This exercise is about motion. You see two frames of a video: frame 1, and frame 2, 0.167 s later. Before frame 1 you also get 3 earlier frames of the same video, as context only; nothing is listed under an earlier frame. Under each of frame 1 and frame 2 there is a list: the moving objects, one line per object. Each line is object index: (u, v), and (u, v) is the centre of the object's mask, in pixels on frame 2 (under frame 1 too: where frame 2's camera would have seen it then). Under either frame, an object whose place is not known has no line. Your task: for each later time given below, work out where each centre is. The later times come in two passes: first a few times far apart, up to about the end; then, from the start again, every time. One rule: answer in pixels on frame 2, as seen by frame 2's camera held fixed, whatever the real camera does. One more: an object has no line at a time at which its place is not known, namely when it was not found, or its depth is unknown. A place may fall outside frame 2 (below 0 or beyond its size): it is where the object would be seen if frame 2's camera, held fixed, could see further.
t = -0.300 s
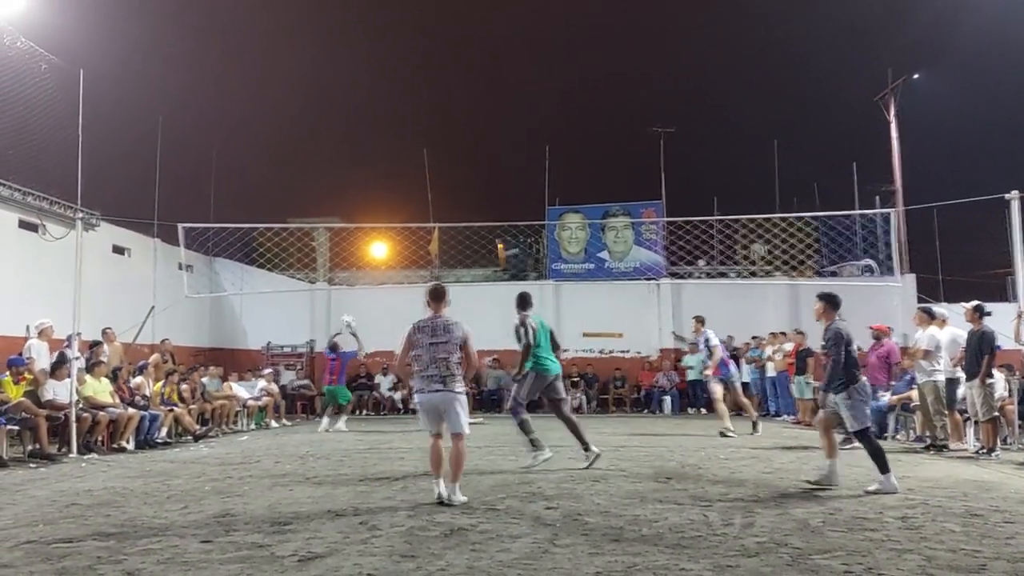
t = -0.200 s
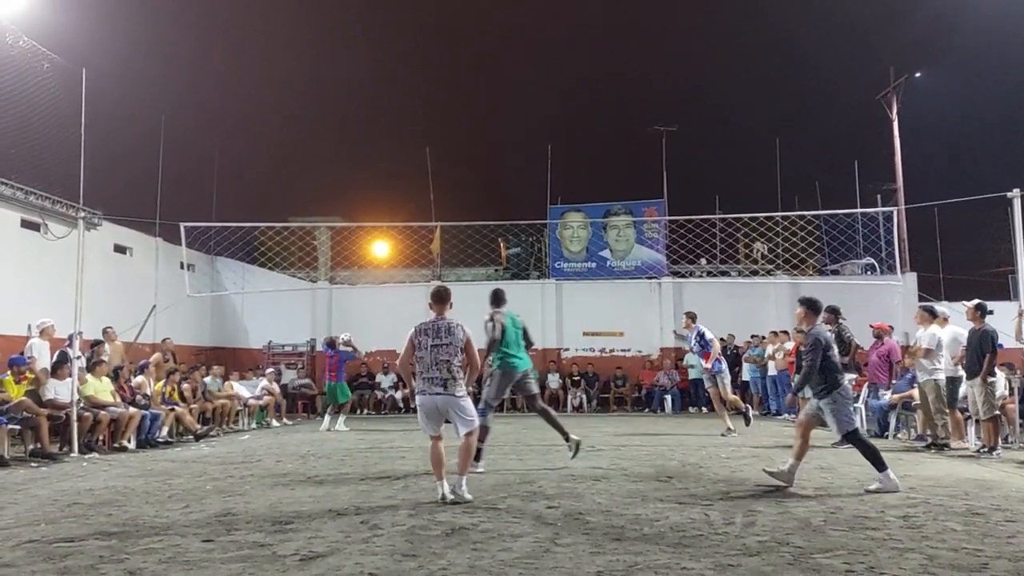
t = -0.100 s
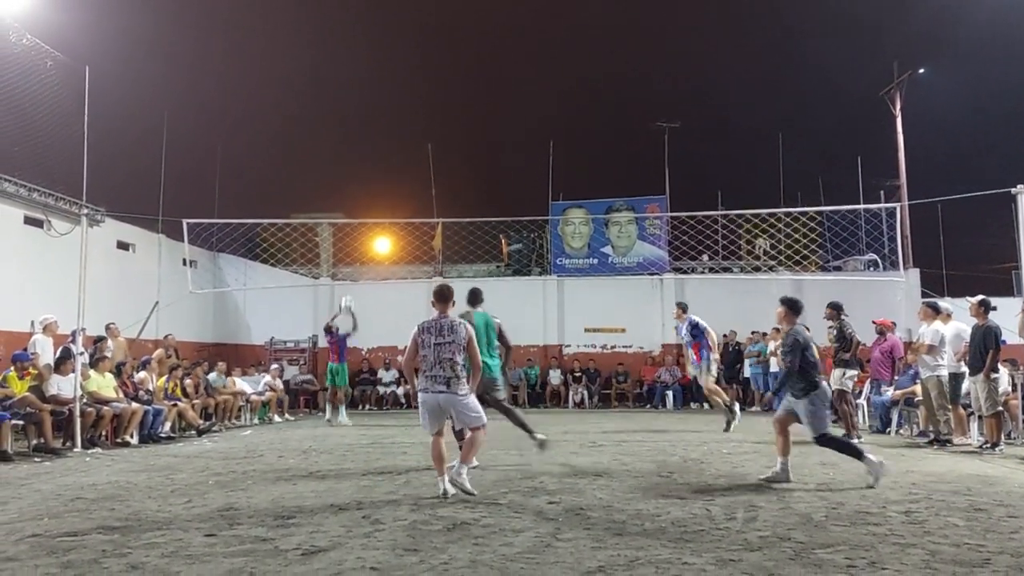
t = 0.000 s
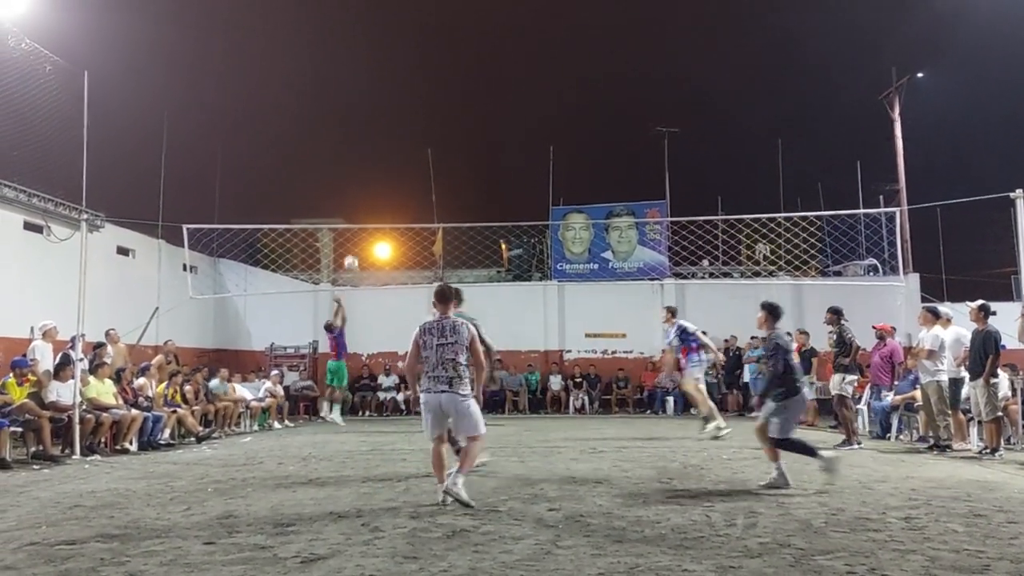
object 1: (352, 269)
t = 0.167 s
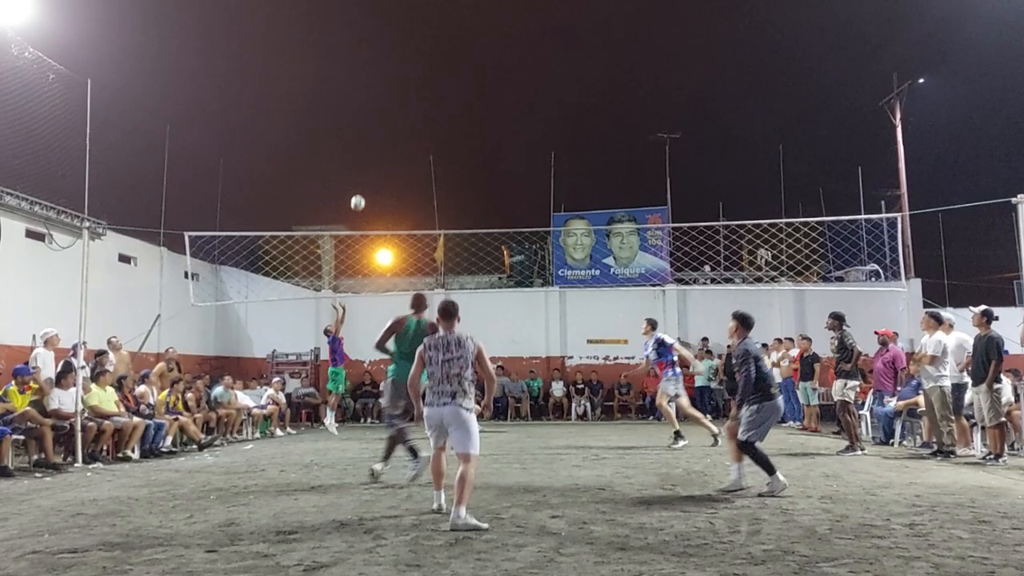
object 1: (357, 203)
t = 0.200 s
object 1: (358, 191)
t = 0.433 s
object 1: (366, 124)
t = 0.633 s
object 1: (373, 89)
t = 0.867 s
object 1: (381, 79)
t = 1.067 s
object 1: (390, 97)
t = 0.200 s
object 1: (358, 191)
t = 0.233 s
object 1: (359, 180)
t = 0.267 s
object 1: (360, 169)
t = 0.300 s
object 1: (362, 159)
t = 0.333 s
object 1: (363, 149)
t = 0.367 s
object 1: (364, 140)
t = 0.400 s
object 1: (365, 132)
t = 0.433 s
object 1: (366, 124)
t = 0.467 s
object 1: (367, 117)
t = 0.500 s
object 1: (369, 110)
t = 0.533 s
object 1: (370, 104)
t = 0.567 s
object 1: (370, 99)
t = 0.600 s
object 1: (371, 94)
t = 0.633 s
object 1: (373, 89)
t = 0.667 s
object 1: (374, 86)
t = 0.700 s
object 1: (375, 83)
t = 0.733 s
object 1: (376, 81)
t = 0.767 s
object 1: (378, 79)
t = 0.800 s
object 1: (378, 79)
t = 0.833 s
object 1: (380, 78)
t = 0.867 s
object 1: (381, 79)
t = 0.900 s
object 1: (382, 80)
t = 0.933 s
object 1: (384, 82)
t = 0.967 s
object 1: (384, 84)
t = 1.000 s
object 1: (386, 88)
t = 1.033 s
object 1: (389, 92)
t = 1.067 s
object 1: (390, 97)
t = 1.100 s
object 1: (392, 103)
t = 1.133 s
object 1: (394, 109)
